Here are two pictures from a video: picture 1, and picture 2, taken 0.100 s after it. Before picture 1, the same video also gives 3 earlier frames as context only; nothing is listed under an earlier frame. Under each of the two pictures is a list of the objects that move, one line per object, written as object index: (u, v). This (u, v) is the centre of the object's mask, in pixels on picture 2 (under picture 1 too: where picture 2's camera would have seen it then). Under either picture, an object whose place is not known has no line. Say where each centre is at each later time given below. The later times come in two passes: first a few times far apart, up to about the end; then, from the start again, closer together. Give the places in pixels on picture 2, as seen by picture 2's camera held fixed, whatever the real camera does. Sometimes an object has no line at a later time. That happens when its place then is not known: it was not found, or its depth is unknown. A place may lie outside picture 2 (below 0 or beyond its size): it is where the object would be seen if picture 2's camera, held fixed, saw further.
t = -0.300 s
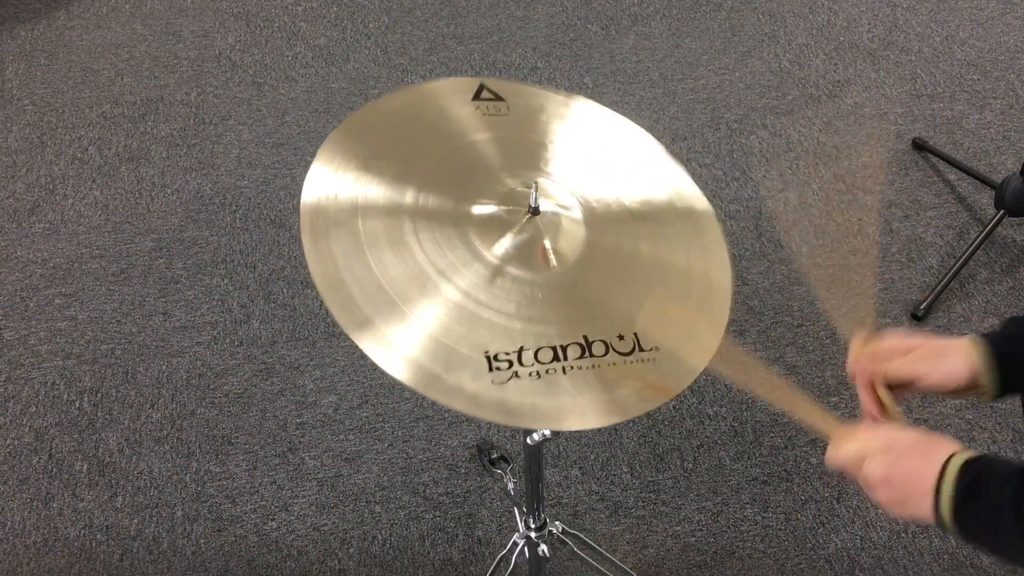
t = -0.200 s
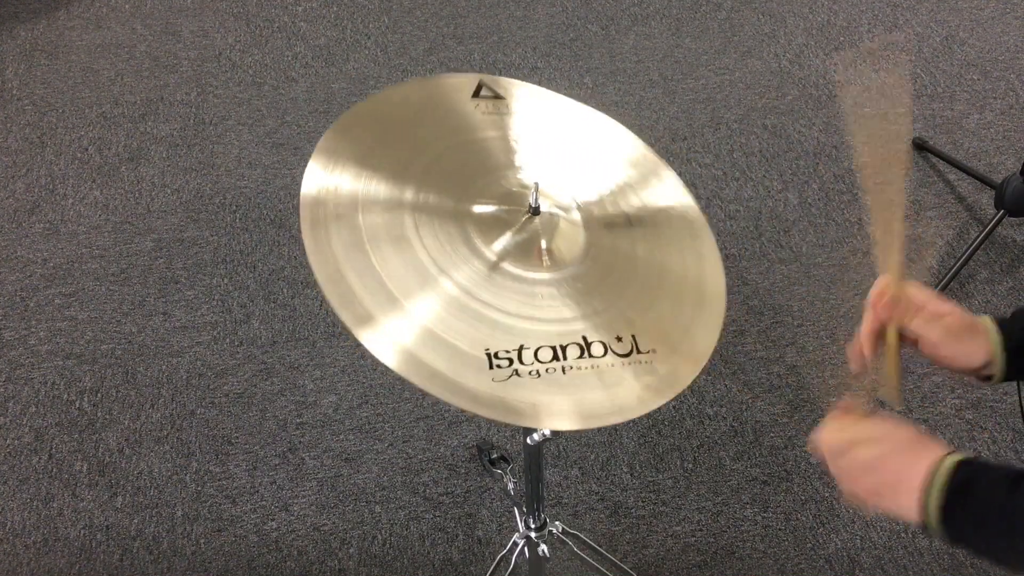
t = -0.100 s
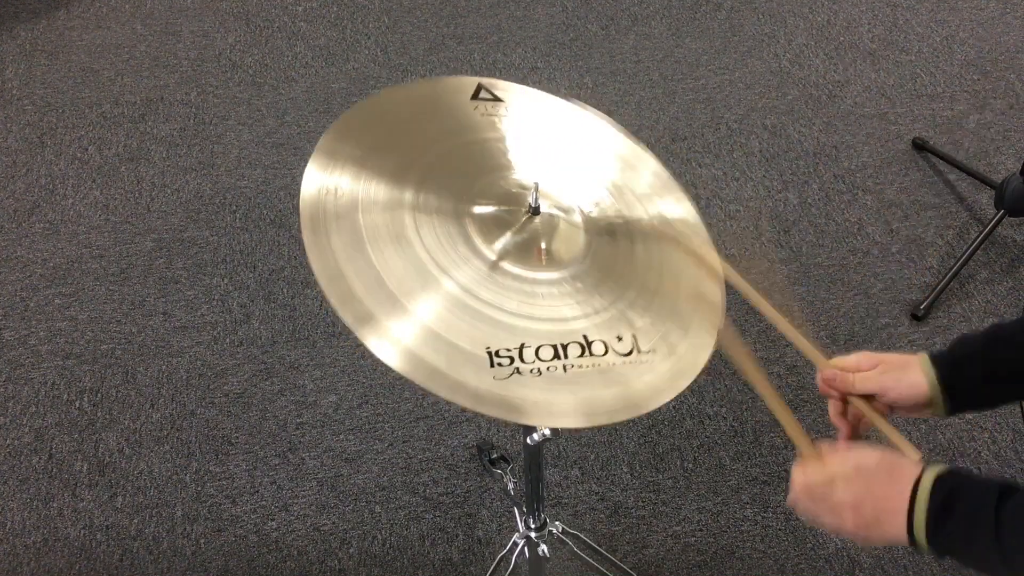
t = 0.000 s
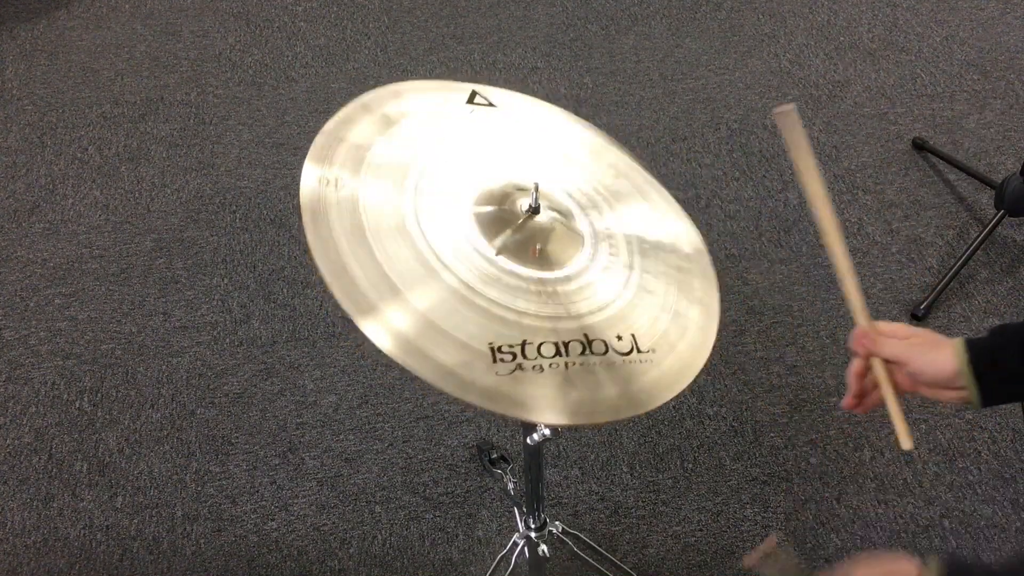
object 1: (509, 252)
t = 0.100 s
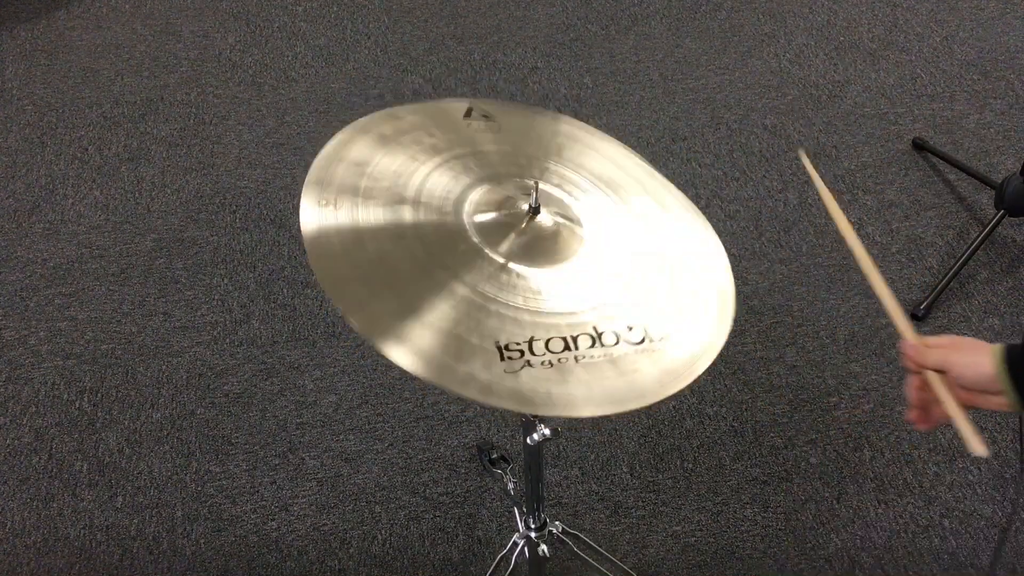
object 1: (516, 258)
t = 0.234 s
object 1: (537, 261)
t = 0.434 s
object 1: (548, 257)
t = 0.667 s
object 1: (524, 259)
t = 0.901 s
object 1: (525, 260)
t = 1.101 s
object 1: (540, 260)
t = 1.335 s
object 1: (532, 260)
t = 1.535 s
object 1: (526, 260)
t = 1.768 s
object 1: (534, 260)
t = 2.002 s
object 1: (532, 260)
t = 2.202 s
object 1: (530, 260)
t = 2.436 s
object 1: (532, 260)
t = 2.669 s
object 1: (531, 260)
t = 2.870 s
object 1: (531, 260)
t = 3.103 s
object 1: (532, 260)
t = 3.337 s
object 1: (531, 260)
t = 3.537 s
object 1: (532, 260)
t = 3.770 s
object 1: (532, 260)
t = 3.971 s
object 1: (532, 260)
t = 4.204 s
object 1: (532, 260)
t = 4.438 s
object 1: (531, 260)
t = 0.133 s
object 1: (521, 260)
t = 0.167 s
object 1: (526, 261)
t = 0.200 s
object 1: (532, 262)
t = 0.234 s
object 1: (537, 261)
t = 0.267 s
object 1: (541, 261)
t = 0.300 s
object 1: (544, 260)
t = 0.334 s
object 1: (547, 258)
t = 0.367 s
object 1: (549, 257)
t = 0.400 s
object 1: (549, 257)
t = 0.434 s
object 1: (548, 257)
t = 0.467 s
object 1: (547, 257)
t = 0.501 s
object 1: (544, 258)
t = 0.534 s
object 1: (540, 259)
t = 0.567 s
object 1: (536, 260)
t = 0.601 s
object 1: (532, 260)
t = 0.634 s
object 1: (528, 259)
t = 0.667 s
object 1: (524, 259)
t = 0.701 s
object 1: (522, 258)
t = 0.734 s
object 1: (520, 258)
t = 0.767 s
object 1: (519, 258)
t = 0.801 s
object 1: (519, 258)
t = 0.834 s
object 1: (520, 259)
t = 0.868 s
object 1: (522, 259)
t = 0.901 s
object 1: (525, 260)
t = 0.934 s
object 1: (528, 260)
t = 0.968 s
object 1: (531, 261)
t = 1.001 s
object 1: (533, 261)
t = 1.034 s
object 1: (536, 260)
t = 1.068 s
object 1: (538, 260)
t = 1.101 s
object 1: (540, 260)
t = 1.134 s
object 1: (541, 259)
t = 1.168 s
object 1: (541, 259)
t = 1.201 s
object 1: (540, 259)
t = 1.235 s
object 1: (538, 260)
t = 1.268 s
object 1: (536, 260)
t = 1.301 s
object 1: (534, 260)
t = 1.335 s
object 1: (532, 260)
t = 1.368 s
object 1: (530, 260)
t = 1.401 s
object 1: (528, 259)
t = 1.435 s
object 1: (527, 259)
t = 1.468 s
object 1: (526, 259)
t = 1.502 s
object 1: (526, 260)
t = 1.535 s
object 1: (526, 260)
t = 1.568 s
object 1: (528, 260)
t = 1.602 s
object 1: (529, 260)
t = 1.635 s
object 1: (530, 261)
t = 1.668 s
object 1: (531, 261)
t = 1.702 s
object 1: (532, 260)
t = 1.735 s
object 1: (534, 260)
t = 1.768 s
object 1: (534, 260)
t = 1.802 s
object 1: (534, 260)
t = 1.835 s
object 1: (535, 260)
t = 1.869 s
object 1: (534, 260)
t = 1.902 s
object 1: (534, 260)
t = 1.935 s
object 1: (534, 260)
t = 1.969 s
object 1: (533, 260)
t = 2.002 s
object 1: (532, 260)
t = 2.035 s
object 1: (531, 260)
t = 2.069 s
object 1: (531, 260)
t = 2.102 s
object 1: (530, 260)
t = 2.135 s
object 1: (530, 260)
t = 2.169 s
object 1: (530, 260)
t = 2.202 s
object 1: (530, 260)
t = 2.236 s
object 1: (530, 260)
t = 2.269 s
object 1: (531, 260)
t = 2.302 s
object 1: (531, 260)
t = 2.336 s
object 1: (532, 260)
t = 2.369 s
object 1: (532, 260)
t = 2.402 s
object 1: (532, 260)
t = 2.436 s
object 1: (532, 260)
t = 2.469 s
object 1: (532, 260)
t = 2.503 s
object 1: (532, 260)
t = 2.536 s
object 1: (532, 260)
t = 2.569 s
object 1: (532, 260)
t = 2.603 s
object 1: (531, 260)
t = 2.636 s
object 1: (531, 260)
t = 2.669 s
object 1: (531, 260)
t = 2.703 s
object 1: (531, 260)
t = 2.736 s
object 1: (531, 260)
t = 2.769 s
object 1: (531, 260)
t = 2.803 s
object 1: (531, 260)
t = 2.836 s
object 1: (531, 260)
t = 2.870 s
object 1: (531, 260)
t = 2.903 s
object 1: (531, 260)
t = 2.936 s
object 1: (532, 260)
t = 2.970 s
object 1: (532, 260)
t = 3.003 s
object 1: (531, 260)
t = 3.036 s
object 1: (532, 260)
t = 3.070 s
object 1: (532, 260)
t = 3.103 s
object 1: (532, 260)
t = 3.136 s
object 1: (532, 260)
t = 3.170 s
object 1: (532, 260)
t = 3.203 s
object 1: (531, 260)
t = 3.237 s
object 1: (532, 260)
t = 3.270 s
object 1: (531, 260)
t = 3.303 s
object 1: (531, 260)
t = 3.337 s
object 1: (531, 260)
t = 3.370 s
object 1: (532, 260)
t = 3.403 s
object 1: (532, 260)
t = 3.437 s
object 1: (532, 260)
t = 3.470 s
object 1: (532, 260)
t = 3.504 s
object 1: (531, 260)
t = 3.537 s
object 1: (532, 260)
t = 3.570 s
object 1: (532, 260)
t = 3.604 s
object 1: (532, 260)
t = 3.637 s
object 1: (532, 260)
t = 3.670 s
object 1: (532, 260)
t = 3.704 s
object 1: (531, 260)
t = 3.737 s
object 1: (531, 260)
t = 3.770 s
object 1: (532, 260)
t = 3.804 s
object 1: (532, 260)
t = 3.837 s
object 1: (532, 260)
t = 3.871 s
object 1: (532, 260)
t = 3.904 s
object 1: (531, 260)
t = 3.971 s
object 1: (532, 260)
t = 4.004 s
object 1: (532, 260)
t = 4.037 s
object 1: (532, 260)
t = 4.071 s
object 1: (531, 260)
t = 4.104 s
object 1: (531, 260)
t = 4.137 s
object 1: (532, 260)
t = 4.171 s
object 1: (532, 260)
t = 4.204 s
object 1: (532, 260)
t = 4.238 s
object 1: (532, 260)
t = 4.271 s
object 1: (532, 260)
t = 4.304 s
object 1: (531, 260)
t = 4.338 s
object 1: (532, 260)
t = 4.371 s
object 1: (531, 260)
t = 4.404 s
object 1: (531, 260)
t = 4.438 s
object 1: (531, 260)
